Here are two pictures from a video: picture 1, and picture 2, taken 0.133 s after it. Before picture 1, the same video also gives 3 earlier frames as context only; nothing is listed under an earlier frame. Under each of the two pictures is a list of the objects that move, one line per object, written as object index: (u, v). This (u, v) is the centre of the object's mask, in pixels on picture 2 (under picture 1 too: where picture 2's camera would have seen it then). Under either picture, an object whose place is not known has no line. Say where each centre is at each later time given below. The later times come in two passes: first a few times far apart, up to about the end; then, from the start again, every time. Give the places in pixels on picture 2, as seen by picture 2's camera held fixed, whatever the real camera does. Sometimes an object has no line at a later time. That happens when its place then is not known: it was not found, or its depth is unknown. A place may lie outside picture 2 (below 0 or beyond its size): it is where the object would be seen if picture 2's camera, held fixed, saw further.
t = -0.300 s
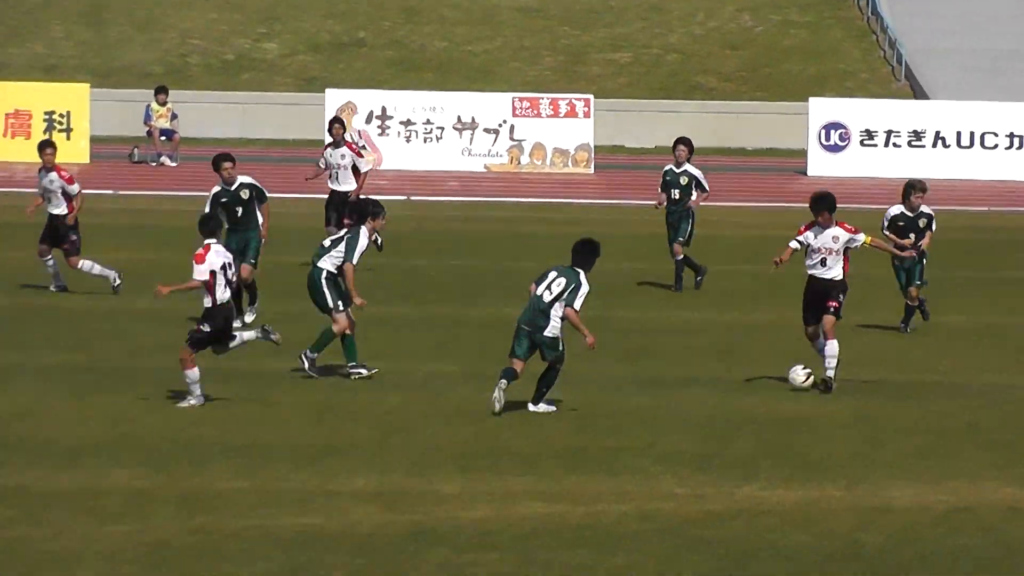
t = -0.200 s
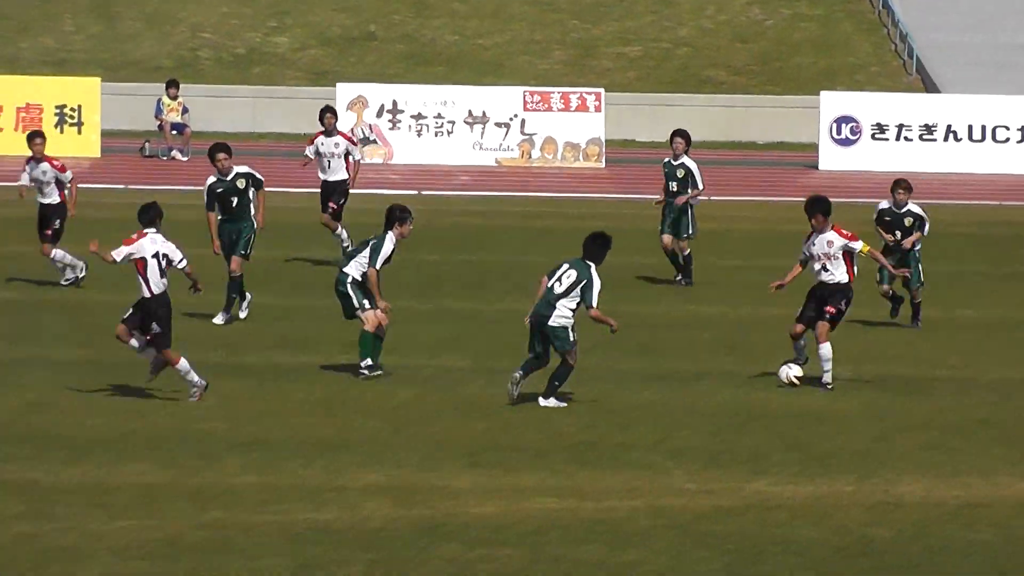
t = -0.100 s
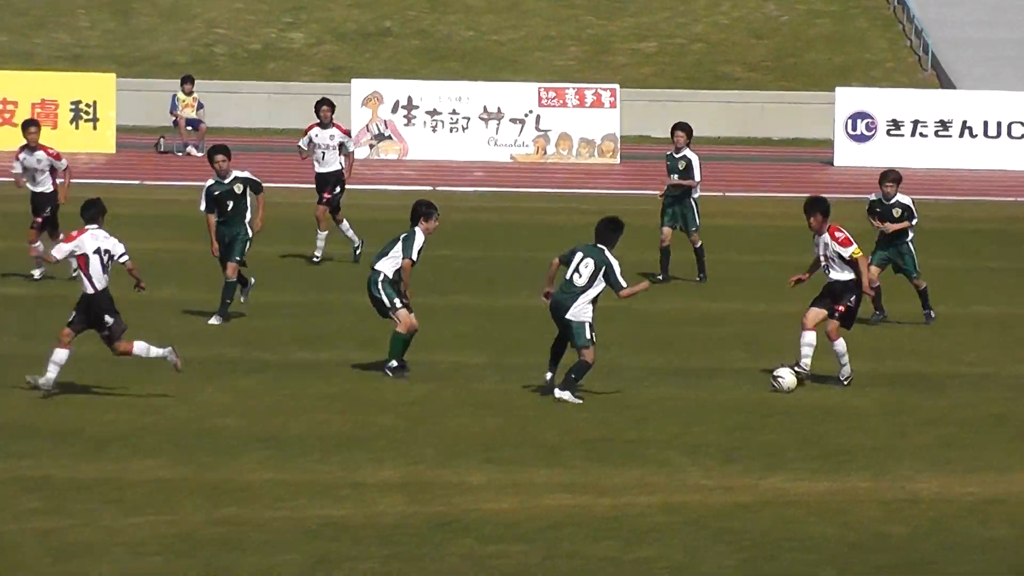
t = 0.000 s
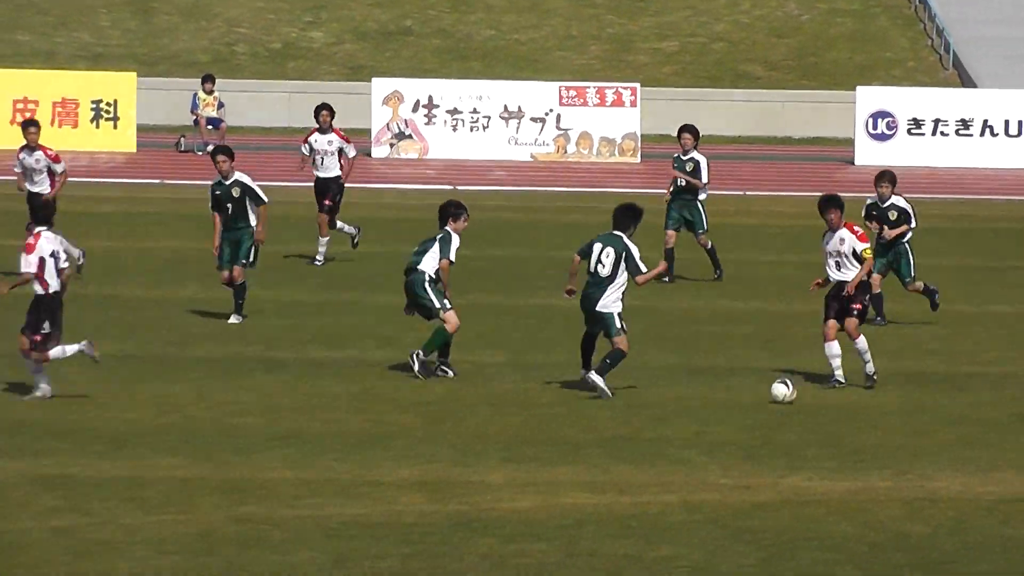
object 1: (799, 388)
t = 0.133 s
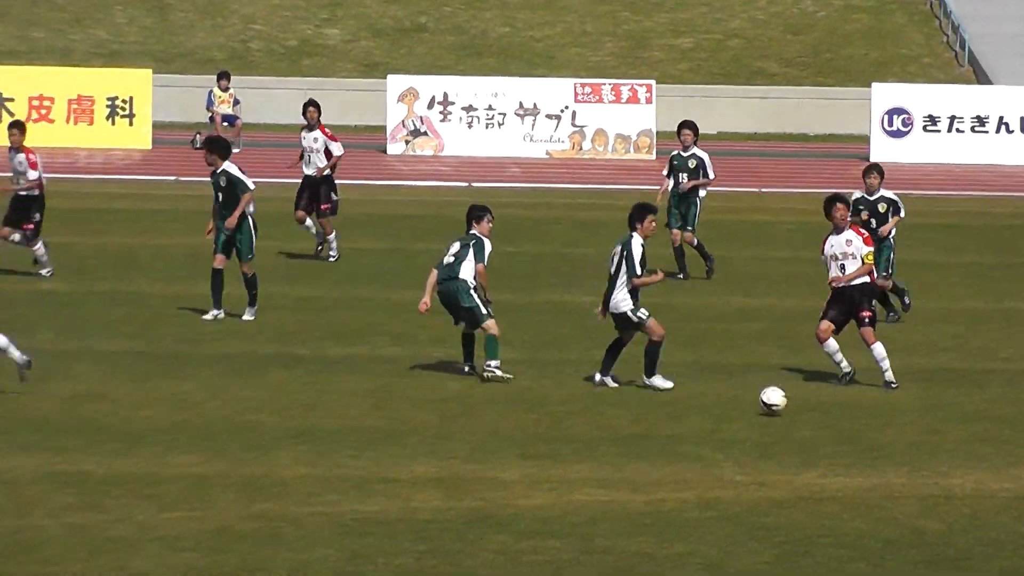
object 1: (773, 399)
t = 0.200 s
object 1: (761, 413)
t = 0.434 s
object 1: (724, 438)
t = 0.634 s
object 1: (698, 460)
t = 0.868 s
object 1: (665, 481)
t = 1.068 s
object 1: (637, 499)
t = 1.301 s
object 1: (602, 521)
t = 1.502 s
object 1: (569, 541)
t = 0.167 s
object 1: (766, 407)
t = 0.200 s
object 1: (761, 413)
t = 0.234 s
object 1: (755, 415)
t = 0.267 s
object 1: (749, 417)
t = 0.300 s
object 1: (744, 421)
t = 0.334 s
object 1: (739, 425)
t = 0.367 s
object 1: (734, 432)
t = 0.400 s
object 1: (728, 436)
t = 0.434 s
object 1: (724, 438)
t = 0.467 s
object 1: (720, 441)
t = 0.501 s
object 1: (715, 445)
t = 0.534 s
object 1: (711, 450)
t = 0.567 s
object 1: (707, 452)
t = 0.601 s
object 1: (702, 455)
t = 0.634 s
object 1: (698, 460)
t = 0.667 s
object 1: (693, 464)
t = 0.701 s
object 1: (689, 465)
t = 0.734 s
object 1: (684, 470)
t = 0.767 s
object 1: (680, 473)
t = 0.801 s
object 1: (674, 476)
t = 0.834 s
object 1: (670, 479)
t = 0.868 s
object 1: (665, 481)
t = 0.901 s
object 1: (660, 484)
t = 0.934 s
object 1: (656, 487)
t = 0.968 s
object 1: (652, 492)
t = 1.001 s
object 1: (647, 495)
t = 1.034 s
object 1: (642, 497)
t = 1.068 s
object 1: (637, 499)
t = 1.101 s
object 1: (632, 503)
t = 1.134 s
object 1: (627, 509)
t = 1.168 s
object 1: (622, 512)
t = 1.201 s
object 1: (617, 512)
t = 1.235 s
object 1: (613, 514)
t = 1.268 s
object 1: (608, 516)
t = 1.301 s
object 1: (602, 521)
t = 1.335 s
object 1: (598, 527)
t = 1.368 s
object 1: (592, 533)
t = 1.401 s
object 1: (586, 533)
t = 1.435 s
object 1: (582, 533)
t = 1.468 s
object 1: (575, 536)
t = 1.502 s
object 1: (569, 541)
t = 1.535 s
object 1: (565, 548)
